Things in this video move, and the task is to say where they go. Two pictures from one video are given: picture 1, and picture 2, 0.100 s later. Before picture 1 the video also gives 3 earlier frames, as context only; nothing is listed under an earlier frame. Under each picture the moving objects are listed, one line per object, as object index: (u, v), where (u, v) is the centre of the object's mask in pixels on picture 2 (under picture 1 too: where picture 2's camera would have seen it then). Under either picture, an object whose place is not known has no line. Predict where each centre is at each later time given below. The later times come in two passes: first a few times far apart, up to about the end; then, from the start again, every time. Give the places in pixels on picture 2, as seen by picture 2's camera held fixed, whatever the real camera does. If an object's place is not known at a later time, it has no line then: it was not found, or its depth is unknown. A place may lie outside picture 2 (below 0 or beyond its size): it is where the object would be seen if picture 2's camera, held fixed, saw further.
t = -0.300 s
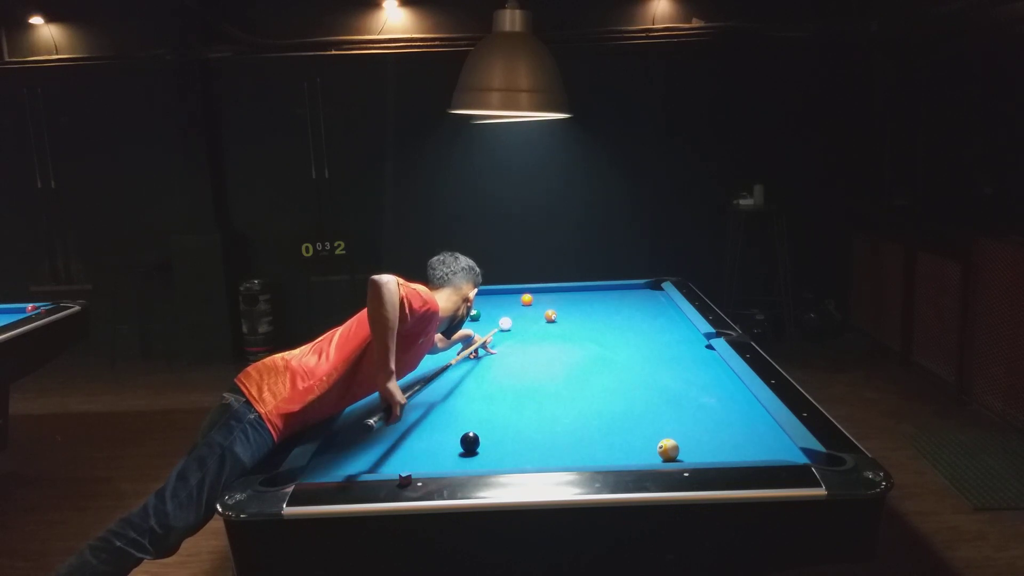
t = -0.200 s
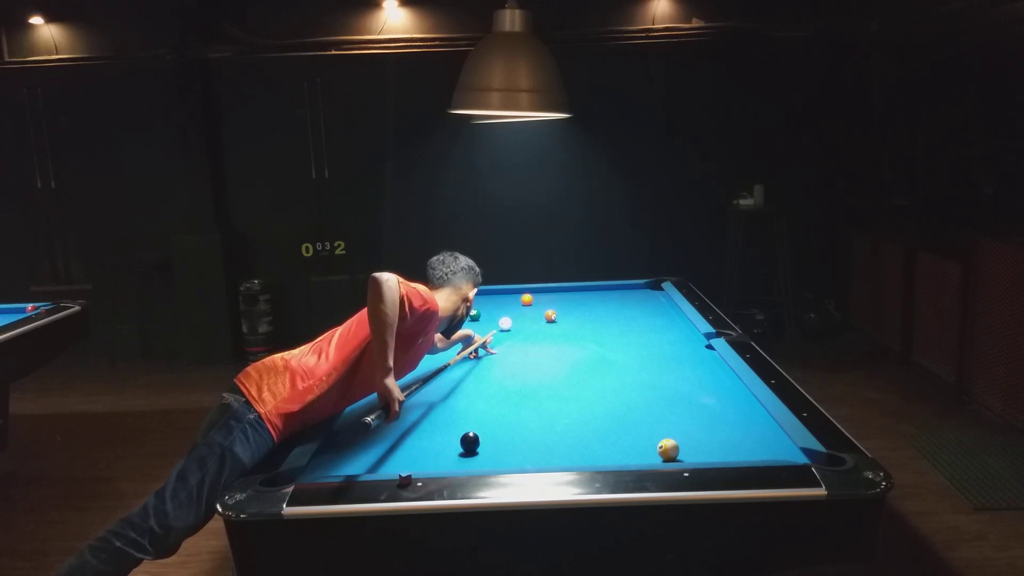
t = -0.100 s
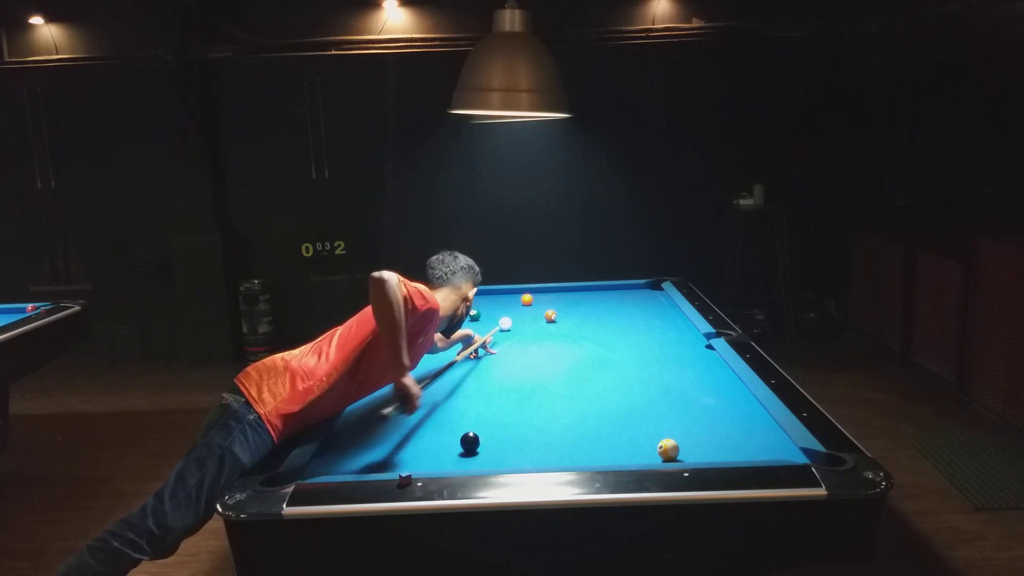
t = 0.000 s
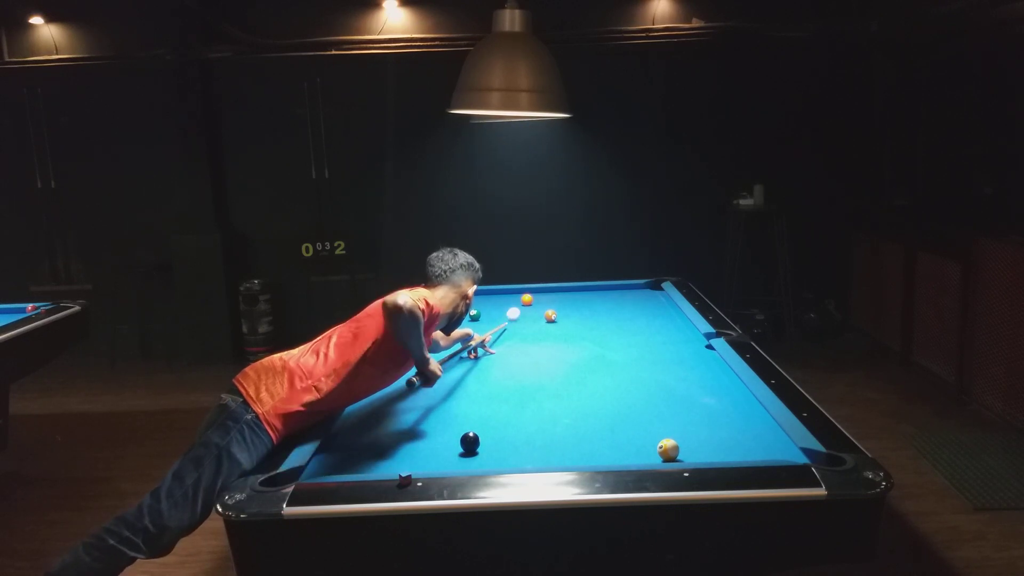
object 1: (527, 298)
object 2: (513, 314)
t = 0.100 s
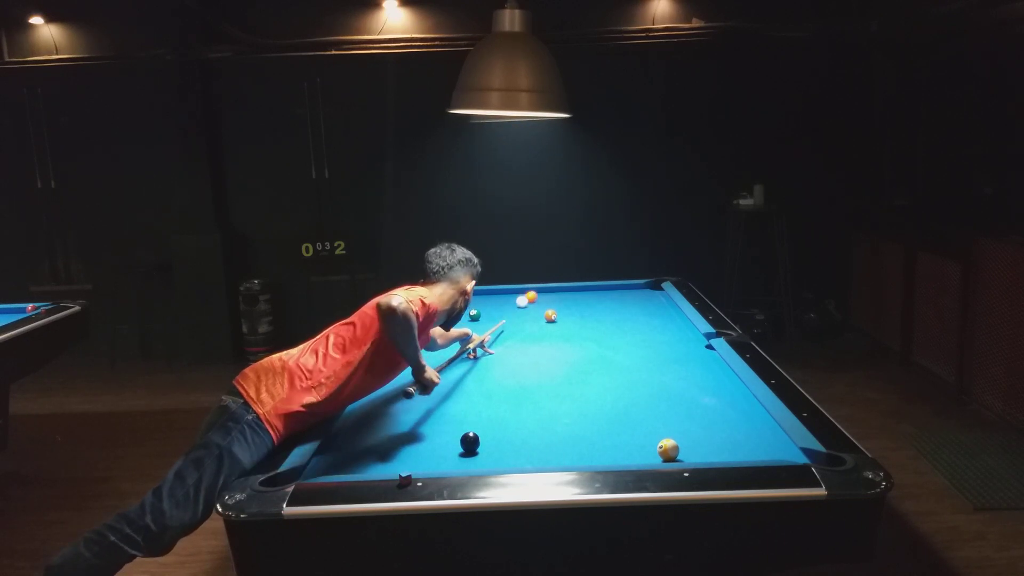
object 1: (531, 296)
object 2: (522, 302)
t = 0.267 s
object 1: (549, 295)
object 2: (514, 299)
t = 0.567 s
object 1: (570, 315)
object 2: (504, 291)
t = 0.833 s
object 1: (592, 336)
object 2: (497, 294)
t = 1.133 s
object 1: (624, 365)
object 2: (489, 299)
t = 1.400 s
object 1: (660, 400)
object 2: (482, 302)
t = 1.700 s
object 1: (716, 451)
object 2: (475, 305)
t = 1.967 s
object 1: (710, 437)
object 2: (468, 309)
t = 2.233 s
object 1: (695, 414)
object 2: (463, 313)
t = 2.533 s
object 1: (681, 393)
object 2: (457, 316)
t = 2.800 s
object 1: (672, 378)
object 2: (452, 319)
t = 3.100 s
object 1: (663, 363)
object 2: (448, 321)
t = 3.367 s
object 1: (656, 352)
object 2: (444, 323)
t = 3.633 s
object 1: (649, 343)
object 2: (441, 325)
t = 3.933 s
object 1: (643, 334)
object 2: (439, 326)
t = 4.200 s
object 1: (638, 327)
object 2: (437, 327)
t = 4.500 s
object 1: (633, 320)
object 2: (437, 328)
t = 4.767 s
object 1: (629, 315)
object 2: (437, 328)
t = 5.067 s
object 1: (624, 309)
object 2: (437, 328)
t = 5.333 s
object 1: (620, 305)
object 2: (437, 328)
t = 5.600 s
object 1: (617, 301)
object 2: (437, 328)
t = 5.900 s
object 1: (614, 298)
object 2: (437, 328)
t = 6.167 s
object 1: (610, 295)
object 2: (437, 328)
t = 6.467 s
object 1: (608, 292)
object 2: (437, 328)
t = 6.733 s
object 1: (605, 290)
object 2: (437, 328)
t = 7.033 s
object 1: (603, 288)
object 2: (437, 328)
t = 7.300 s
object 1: (601, 287)
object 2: (437, 328)
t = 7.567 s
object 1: (601, 287)
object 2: (437, 328)
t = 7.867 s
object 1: (600, 287)
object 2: (437, 328)
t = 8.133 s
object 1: (600, 288)
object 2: (437, 328)
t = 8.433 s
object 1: (600, 288)
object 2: (437, 328)
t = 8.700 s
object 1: (600, 288)
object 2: (437, 328)
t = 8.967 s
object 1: (600, 288)
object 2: (437, 328)
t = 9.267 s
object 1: (600, 288)
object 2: (437, 328)
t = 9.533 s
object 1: (600, 288)
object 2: (437, 328)
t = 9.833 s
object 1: (600, 288)
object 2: (437, 328)
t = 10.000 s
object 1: (600, 288)
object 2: (437, 328)
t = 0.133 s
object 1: (536, 292)
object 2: (520, 301)
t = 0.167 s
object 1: (542, 289)
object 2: (518, 301)
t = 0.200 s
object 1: (544, 290)
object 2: (516, 300)
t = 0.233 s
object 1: (547, 293)
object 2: (515, 300)
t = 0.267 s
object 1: (549, 295)
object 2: (514, 299)
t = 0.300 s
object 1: (551, 297)
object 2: (512, 298)
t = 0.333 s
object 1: (553, 299)
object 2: (511, 297)
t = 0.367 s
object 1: (556, 301)
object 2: (510, 296)
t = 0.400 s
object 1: (558, 304)
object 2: (509, 295)
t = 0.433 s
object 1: (561, 306)
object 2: (508, 295)
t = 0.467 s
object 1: (563, 308)
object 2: (507, 294)
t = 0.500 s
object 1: (565, 310)
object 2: (506, 293)
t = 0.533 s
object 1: (567, 313)
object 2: (505, 292)
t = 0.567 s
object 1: (570, 315)
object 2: (504, 291)
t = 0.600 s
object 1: (572, 317)
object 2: (503, 291)
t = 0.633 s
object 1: (575, 320)
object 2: (502, 291)
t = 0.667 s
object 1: (578, 323)
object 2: (501, 292)
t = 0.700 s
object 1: (581, 325)
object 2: (500, 292)
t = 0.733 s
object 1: (583, 328)
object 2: (500, 293)
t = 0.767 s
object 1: (586, 330)
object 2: (499, 293)
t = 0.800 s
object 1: (589, 333)
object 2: (498, 294)
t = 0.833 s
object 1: (592, 336)
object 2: (497, 294)
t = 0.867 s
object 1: (595, 338)
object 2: (496, 295)
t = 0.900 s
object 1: (598, 342)
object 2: (495, 295)
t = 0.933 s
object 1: (602, 345)
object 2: (494, 296)
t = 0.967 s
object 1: (605, 348)
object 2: (493, 296)
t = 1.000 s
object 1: (609, 351)
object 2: (492, 297)
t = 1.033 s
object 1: (612, 355)
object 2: (492, 297)
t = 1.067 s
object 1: (616, 358)
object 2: (491, 298)
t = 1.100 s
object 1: (620, 362)
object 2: (490, 298)
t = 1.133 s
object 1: (624, 365)
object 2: (489, 299)
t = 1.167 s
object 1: (627, 369)
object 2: (488, 299)
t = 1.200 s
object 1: (632, 373)
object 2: (487, 300)
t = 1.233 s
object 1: (636, 377)
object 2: (486, 300)
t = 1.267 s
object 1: (641, 382)
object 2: (485, 300)
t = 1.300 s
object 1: (645, 386)
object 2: (485, 301)
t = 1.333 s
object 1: (650, 390)
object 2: (484, 301)
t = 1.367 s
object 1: (655, 395)
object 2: (483, 302)
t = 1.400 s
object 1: (660, 400)
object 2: (482, 302)
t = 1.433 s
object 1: (666, 405)
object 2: (481, 303)
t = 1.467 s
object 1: (671, 410)
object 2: (480, 303)
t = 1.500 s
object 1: (677, 416)
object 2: (480, 303)
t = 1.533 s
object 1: (683, 421)
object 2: (479, 304)
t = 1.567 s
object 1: (689, 427)
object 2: (478, 304)
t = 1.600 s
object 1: (695, 433)
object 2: (477, 304)
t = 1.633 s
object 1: (702, 439)
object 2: (476, 305)
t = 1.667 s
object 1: (709, 446)
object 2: (475, 305)
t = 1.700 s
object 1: (716, 451)
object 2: (475, 305)
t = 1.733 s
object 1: (723, 455)
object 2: (474, 305)
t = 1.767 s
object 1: (724, 455)
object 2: (473, 306)
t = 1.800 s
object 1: (721, 452)
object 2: (472, 306)
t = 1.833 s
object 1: (719, 450)
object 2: (471, 307)
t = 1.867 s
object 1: (716, 447)
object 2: (470, 307)
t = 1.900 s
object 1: (714, 443)
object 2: (469, 308)
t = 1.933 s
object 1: (712, 440)
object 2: (468, 308)
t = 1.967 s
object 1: (710, 437)
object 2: (468, 309)
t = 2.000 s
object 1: (708, 434)
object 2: (467, 310)
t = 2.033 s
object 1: (706, 431)
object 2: (466, 310)
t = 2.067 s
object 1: (704, 428)
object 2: (465, 311)
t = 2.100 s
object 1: (702, 425)
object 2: (465, 311)
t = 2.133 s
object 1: (700, 422)
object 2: (464, 312)
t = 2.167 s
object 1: (698, 419)
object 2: (464, 312)
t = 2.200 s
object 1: (696, 417)
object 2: (463, 312)
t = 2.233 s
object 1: (695, 414)
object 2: (463, 313)
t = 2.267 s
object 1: (693, 412)
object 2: (462, 313)
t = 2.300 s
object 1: (691, 409)
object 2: (461, 314)
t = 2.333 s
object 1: (690, 407)
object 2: (461, 314)
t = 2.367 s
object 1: (688, 404)
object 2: (460, 314)
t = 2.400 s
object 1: (687, 402)
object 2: (459, 315)
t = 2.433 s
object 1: (685, 400)
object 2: (459, 315)
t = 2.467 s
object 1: (684, 397)
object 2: (458, 315)
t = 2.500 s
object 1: (682, 395)
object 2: (457, 316)
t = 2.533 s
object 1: (681, 393)
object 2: (457, 316)
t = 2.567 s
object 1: (680, 391)
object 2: (456, 316)
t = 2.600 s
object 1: (678, 389)
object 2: (456, 317)
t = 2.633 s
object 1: (677, 387)
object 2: (455, 317)
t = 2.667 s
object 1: (676, 385)
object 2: (454, 318)
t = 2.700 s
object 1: (675, 383)
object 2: (454, 318)
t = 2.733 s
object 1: (674, 381)
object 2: (453, 318)
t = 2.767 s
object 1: (673, 379)
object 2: (453, 318)
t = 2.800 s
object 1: (672, 378)
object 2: (452, 319)
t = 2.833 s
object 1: (671, 376)
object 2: (452, 319)
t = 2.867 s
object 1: (669, 374)
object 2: (451, 319)
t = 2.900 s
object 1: (668, 372)
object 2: (451, 320)
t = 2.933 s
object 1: (667, 371)
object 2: (450, 320)
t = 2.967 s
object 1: (666, 369)
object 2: (450, 320)
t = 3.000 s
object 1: (666, 368)
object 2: (449, 320)
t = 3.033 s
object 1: (665, 366)
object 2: (449, 321)
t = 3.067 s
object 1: (664, 365)
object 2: (448, 321)
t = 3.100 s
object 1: (663, 363)
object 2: (448, 321)
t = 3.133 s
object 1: (662, 362)
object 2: (447, 322)
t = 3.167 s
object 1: (661, 360)
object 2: (447, 322)
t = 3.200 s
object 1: (660, 359)
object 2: (446, 322)
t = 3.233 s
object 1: (659, 358)
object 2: (446, 322)
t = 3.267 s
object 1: (658, 356)
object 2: (445, 323)
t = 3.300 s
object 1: (657, 355)
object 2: (445, 323)
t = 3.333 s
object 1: (656, 354)
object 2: (445, 323)
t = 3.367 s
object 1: (656, 352)
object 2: (444, 323)
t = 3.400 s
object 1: (655, 351)
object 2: (444, 323)
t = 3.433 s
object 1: (654, 350)
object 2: (443, 324)
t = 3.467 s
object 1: (653, 349)
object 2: (443, 324)
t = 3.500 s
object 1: (652, 348)
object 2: (443, 324)
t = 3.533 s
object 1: (651, 346)
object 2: (442, 324)
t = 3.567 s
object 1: (651, 345)
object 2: (442, 324)
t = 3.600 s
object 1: (650, 344)
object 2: (442, 325)
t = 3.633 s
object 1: (649, 343)
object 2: (441, 325)
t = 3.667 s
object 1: (648, 342)
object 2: (441, 325)
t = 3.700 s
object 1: (648, 341)
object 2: (441, 325)
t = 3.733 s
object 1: (647, 340)
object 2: (440, 325)
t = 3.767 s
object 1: (646, 339)
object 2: (440, 325)
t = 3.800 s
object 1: (646, 338)
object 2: (440, 326)
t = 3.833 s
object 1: (645, 337)
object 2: (439, 326)
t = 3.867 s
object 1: (644, 336)
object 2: (439, 326)
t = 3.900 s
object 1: (644, 335)
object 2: (439, 326)
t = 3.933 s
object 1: (643, 334)
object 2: (439, 326)
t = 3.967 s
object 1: (642, 333)
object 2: (438, 326)
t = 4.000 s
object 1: (642, 332)
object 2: (438, 326)
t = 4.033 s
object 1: (641, 331)
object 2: (438, 327)
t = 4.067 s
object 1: (641, 330)
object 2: (438, 327)
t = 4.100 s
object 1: (640, 329)
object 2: (438, 327)
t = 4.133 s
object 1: (639, 328)
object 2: (437, 327)
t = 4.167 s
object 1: (639, 327)
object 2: (437, 327)
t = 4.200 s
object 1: (638, 327)
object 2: (437, 327)
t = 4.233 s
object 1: (638, 326)
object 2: (437, 327)
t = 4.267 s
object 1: (637, 325)
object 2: (437, 327)
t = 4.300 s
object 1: (637, 324)
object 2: (437, 327)
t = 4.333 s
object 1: (636, 323)
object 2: (437, 328)
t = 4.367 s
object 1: (635, 323)
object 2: (437, 327)
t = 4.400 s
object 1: (635, 322)
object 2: (437, 327)
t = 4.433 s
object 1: (634, 321)
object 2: (437, 328)
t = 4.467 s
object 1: (634, 320)
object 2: (437, 328)
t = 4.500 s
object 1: (633, 320)
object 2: (437, 328)
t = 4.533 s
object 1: (633, 319)
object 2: (437, 328)
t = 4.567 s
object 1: (632, 318)
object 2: (437, 328)
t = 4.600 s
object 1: (631, 318)
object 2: (437, 328)
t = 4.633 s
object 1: (631, 317)
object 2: (437, 328)
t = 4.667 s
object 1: (630, 316)
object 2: (437, 328)
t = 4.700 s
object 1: (630, 316)
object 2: (437, 328)
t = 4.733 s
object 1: (629, 315)
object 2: (437, 328)
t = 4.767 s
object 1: (629, 315)
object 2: (437, 328)
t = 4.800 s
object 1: (628, 314)
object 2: (437, 328)
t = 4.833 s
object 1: (627, 313)
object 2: (437, 328)
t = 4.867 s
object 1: (627, 313)
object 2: (437, 328)
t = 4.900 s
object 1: (626, 312)
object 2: (437, 328)
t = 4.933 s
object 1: (626, 311)
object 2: (437, 328)
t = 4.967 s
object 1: (625, 311)
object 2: (437, 328)
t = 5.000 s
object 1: (625, 310)
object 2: (437, 328)
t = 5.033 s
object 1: (624, 310)
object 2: (437, 328)
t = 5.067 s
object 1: (624, 309)
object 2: (437, 328)
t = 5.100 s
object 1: (623, 309)
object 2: (437, 328)
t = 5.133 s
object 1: (623, 308)
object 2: (437, 328)
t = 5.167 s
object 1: (622, 308)
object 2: (437, 328)
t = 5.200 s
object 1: (622, 307)
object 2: (437, 328)
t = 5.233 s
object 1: (621, 306)
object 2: (437, 328)
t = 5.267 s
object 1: (621, 306)
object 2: (437, 328)
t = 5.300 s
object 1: (621, 305)
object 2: (437, 328)
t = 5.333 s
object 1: (620, 305)
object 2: (437, 328)
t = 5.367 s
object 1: (620, 305)
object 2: (437, 328)
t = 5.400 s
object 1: (619, 304)
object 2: (437, 328)
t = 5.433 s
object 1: (619, 303)
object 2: (437, 328)
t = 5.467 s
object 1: (618, 303)
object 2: (437, 328)
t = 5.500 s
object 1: (618, 303)
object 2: (437, 328)
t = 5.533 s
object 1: (618, 302)
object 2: (437, 328)
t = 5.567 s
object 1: (617, 302)
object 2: (437, 328)
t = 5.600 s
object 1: (617, 301)
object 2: (437, 328)
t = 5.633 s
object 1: (617, 301)
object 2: (437, 328)
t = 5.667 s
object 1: (616, 301)
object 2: (437, 328)
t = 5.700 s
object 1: (616, 300)
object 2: (437, 328)
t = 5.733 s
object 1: (615, 300)
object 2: (437, 328)
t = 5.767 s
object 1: (615, 299)
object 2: (437, 328)
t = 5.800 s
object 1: (615, 299)
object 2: (437, 328)
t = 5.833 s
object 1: (614, 298)
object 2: (437, 328)
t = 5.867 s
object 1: (614, 298)
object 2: (437, 328)
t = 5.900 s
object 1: (614, 298)
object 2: (437, 328)
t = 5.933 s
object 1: (613, 297)
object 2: (437, 328)
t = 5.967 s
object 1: (613, 297)
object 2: (437, 328)
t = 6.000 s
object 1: (612, 297)
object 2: (437, 328)
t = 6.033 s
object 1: (612, 296)
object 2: (437, 328)
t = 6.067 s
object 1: (612, 296)
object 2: (437, 328)
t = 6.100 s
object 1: (611, 295)
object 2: (437, 328)
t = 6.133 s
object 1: (611, 295)
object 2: (437, 328)
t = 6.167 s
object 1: (610, 295)
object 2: (437, 328)
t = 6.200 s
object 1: (610, 294)
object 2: (437, 328)
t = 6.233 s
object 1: (610, 294)
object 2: (437, 328)
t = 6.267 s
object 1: (609, 294)
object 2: (437, 328)
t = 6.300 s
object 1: (609, 294)
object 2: (437, 328)
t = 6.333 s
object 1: (609, 293)
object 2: (437, 328)
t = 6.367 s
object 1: (609, 293)
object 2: (437, 328)
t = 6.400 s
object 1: (608, 293)
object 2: (437, 328)
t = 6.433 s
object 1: (608, 292)
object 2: (437, 328)
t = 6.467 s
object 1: (608, 292)
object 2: (437, 328)
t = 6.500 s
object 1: (607, 292)
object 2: (437, 328)
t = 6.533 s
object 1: (607, 291)
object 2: (437, 328)
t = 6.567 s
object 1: (607, 291)
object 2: (437, 328)
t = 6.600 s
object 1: (606, 291)
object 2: (437, 327)
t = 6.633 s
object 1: (606, 291)
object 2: (437, 328)
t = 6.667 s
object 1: (606, 291)
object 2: (437, 328)
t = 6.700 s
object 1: (605, 290)
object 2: (437, 328)
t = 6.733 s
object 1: (605, 290)
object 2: (437, 328)
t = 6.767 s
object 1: (605, 290)
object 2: (437, 328)
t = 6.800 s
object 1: (604, 290)
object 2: (437, 328)
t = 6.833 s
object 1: (604, 290)
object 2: (437, 328)
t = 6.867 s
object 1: (604, 290)
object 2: (437, 328)
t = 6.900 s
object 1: (604, 289)
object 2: (437, 328)
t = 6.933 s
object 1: (604, 289)
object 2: (437, 328)
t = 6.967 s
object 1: (603, 289)
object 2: (437, 328)
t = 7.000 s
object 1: (603, 288)
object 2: (437, 328)
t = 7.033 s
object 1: (603, 288)
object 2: (437, 328)
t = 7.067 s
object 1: (603, 288)
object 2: (437, 328)
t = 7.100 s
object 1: (603, 288)
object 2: (437, 328)
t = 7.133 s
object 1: (603, 288)
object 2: (437, 328)
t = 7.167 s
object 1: (602, 287)
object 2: (437, 328)
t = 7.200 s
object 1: (602, 287)
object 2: (437, 328)
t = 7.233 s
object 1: (602, 287)
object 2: (437, 328)
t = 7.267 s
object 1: (602, 287)
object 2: (437, 328)
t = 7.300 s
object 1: (601, 287)
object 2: (437, 328)
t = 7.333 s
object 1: (601, 287)
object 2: (437, 328)
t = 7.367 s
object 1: (601, 287)
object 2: (437, 328)
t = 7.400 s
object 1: (601, 287)
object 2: (437, 328)
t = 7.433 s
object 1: (601, 287)
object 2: (437, 328)
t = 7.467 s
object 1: (601, 287)
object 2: (437, 328)
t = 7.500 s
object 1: (601, 287)
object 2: (437, 328)
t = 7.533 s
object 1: (601, 287)
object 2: (437, 328)
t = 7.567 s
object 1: (601, 287)
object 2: (437, 328)
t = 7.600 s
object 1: (601, 287)
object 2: (437, 328)
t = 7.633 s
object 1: (601, 287)
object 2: (437, 328)
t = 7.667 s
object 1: (601, 287)
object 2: (437, 328)
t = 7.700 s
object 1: (601, 287)
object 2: (437, 328)
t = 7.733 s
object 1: (600, 287)
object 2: (437, 328)
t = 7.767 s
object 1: (600, 287)
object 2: (437, 328)
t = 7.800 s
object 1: (600, 287)
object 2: (437, 328)
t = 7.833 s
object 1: (600, 287)
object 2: (437, 328)
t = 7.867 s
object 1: (600, 287)
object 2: (437, 328)
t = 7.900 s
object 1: (600, 288)
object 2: (437, 328)
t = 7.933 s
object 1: (600, 288)
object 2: (437, 328)
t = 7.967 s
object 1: (600, 288)
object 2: (437, 328)
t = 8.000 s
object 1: (600, 288)
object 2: (437, 328)
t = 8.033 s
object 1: (600, 288)
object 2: (437, 328)
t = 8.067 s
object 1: (600, 288)
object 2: (437, 328)
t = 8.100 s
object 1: (600, 288)
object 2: (437, 328)
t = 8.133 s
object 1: (600, 288)
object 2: (437, 328)
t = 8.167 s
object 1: (600, 288)
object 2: (437, 328)
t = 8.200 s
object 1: (600, 288)
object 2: (437, 328)
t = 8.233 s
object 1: (600, 288)
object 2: (437, 328)
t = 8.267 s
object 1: (600, 288)
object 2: (437, 328)
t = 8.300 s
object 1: (600, 288)
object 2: (437, 328)
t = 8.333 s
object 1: (600, 288)
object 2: (437, 328)
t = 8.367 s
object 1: (600, 288)
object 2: (437, 328)
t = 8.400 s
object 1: (600, 288)
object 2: (437, 328)
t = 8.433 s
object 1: (600, 288)
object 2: (437, 328)
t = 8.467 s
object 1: (600, 288)
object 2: (437, 328)
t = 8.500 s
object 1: (600, 288)
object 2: (437, 328)
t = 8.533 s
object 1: (600, 288)
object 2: (437, 328)
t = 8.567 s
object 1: (600, 288)
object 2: (437, 328)
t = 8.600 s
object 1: (600, 288)
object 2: (437, 328)
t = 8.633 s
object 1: (600, 288)
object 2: (437, 328)
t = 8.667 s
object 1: (600, 288)
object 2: (437, 328)
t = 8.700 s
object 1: (600, 288)
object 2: (437, 328)
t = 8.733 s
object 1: (600, 288)
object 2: (437, 328)
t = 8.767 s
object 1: (600, 288)
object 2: (437, 328)
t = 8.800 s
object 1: (600, 288)
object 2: (437, 328)
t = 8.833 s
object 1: (600, 288)
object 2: (437, 328)
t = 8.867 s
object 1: (600, 288)
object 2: (437, 328)
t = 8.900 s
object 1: (600, 288)
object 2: (437, 328)
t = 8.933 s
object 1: (600, 288)
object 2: (437, 328)
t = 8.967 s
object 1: (600, 288)
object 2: (437, 328)
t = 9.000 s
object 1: (600, 288)
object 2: (437, 328)
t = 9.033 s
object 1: (600, 288)
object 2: (437, 328)
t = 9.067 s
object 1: (600, 288)
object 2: (437, 328)
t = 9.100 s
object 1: (600, 288)
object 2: (437, 328)
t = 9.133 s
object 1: (600, 288)
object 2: (437, 328)
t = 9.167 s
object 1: (600, 288)
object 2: (437, 328)
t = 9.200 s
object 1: (600, 288)
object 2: (437, 328)
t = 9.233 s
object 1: (600, 288)
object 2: (437, 328)
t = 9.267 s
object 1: (600, 288)
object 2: (437, 328)
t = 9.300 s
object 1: (600, 288)
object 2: (437, 328)
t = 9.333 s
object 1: (600, 288)
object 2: (437, 328)
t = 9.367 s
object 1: (600, 288)
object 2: (437, 328)
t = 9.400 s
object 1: (600, 288)
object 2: (437, 328)
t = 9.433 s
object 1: (600, 288)
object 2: (437, 328)
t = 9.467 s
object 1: (600, 288)
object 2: (437, 328)
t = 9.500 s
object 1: (600, 288)
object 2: (437, 328)
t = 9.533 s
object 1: (600, 288)
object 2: (437, 328)
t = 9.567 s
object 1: (600, 288)
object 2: (437, 328)
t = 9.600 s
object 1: (600, 288)
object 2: (437, 328)
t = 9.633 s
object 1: (600, 288)
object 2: (437, 328)
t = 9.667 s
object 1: (600, 288)
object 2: (437, 328)
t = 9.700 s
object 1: (600, 288)
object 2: (437, 328)
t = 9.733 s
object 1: (600, 288)
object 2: (437, 328)
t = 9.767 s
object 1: (600, 288)
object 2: (437, 328)
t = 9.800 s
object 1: (600, 288)
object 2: (437, 328)
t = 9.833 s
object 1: (600, 288)
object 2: (437, 328)
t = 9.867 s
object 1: (600, 288)
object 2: (437, 328)
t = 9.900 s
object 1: (600, 288)
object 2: (437, 328)
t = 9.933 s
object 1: (600, 288)
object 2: (437, 328)
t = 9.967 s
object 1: (600, 288)
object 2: (437, 328)
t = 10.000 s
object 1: (600, 288)
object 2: (437, 328)
